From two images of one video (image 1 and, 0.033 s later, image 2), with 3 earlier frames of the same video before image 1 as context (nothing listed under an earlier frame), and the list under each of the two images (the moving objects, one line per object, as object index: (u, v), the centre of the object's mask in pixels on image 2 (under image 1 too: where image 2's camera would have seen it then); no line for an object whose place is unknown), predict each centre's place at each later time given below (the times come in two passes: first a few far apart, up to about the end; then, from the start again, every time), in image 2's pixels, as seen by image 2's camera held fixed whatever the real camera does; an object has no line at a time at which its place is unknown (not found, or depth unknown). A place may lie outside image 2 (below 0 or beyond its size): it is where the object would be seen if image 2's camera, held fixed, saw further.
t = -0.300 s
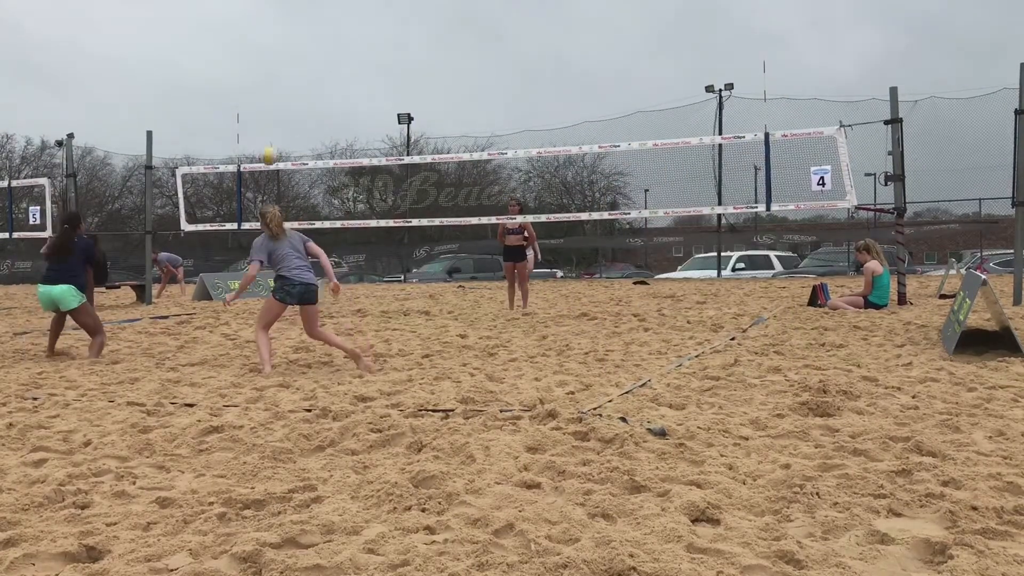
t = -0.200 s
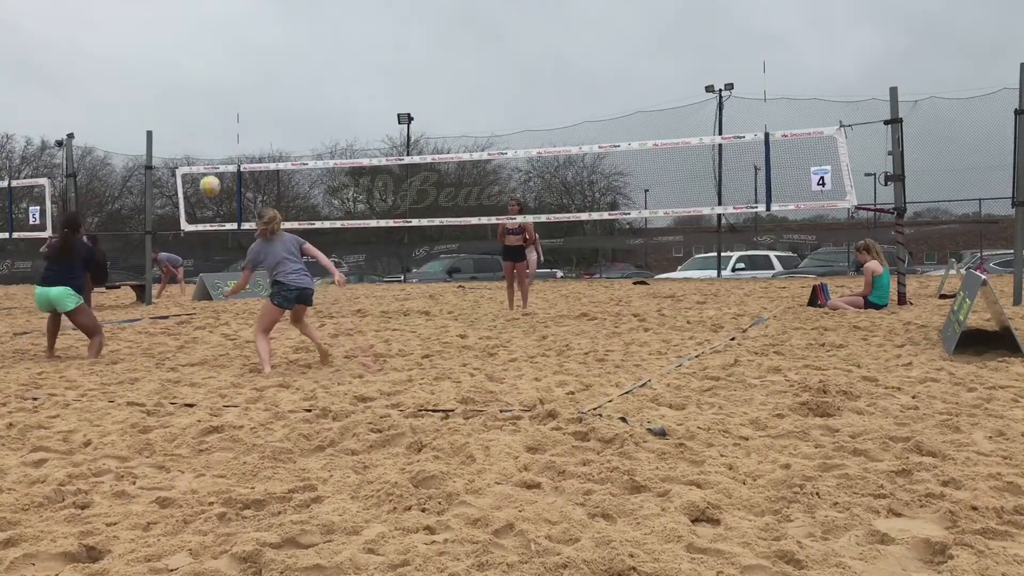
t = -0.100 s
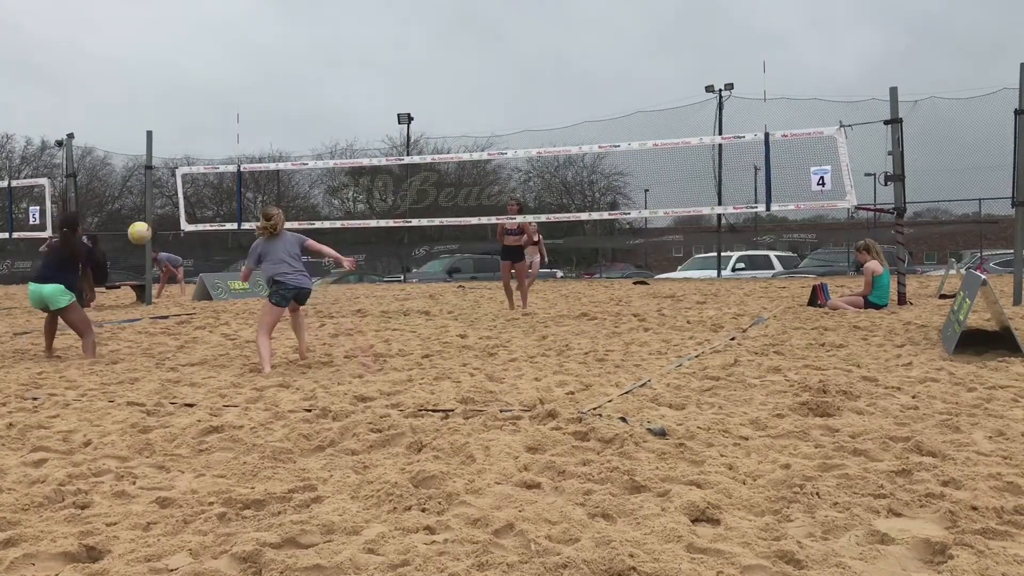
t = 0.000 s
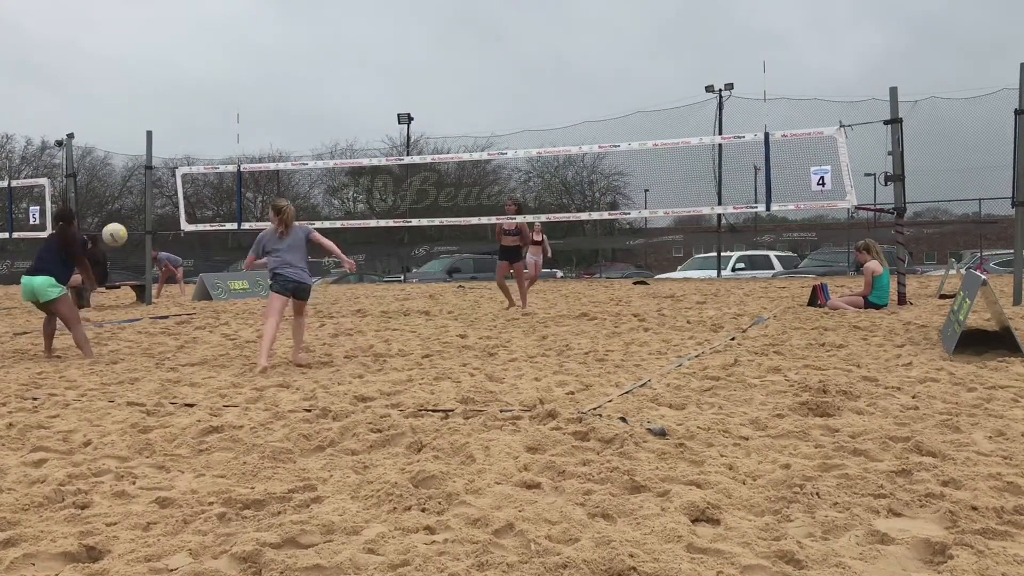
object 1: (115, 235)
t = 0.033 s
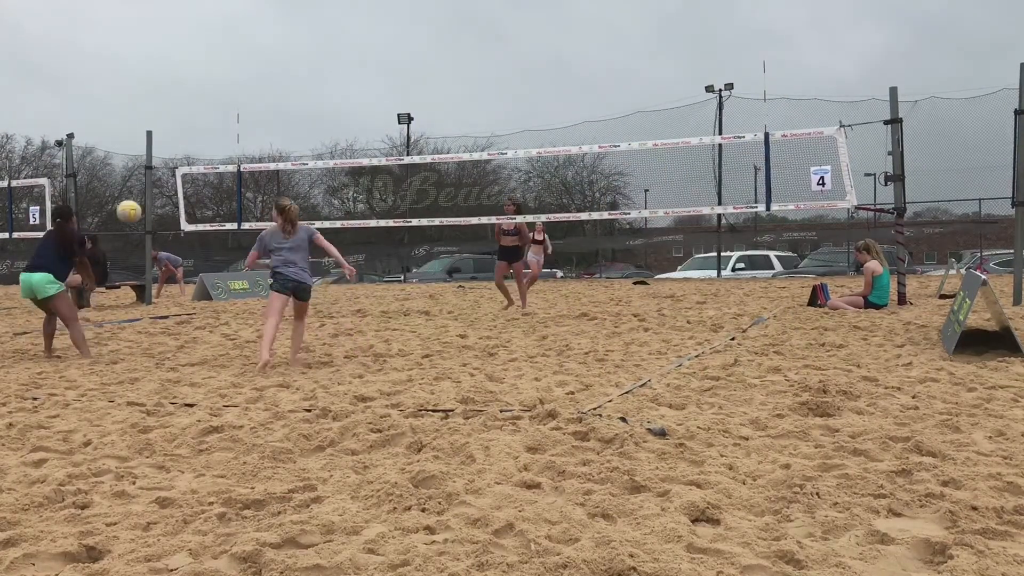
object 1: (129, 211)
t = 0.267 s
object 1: (218, 93)
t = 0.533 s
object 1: (302, 29)
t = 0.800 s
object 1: (376, 31)
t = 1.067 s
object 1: (444, 88)
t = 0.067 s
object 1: (142, 191)
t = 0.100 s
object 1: (157, 170)
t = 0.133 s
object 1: (169, 152)
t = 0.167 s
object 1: (182, 136)
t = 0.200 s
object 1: (194, 120)
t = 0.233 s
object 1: (206, 106)
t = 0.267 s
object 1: (218, 93)
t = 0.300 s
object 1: (229, 81)
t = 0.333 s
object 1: (240, 70)
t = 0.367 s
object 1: (251, 60)
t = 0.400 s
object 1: (262, 52)
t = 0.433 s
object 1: (272, 45)
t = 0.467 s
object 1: (282, 38)
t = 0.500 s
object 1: (293, 34)
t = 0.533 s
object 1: (302, 29)
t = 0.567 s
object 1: (312, 26)
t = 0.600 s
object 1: (322, 24)
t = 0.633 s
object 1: (331, 23)
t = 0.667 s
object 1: (340, 22)
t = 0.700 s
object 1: (350, 24)
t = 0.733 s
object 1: (359, 25)
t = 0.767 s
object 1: (368, 28)
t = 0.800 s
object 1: (376, 31)
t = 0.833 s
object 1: (385, 36)
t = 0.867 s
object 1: (394, 41)
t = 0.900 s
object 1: (402, 47)
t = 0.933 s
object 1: (411, 53)
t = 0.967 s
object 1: (419, 61)
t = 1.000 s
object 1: (427, 70)
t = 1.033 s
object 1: (435, 79)
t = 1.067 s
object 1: (444, 88)
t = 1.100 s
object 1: (451, 99)
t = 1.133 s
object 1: (459, 111)
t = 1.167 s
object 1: (467, 122)
